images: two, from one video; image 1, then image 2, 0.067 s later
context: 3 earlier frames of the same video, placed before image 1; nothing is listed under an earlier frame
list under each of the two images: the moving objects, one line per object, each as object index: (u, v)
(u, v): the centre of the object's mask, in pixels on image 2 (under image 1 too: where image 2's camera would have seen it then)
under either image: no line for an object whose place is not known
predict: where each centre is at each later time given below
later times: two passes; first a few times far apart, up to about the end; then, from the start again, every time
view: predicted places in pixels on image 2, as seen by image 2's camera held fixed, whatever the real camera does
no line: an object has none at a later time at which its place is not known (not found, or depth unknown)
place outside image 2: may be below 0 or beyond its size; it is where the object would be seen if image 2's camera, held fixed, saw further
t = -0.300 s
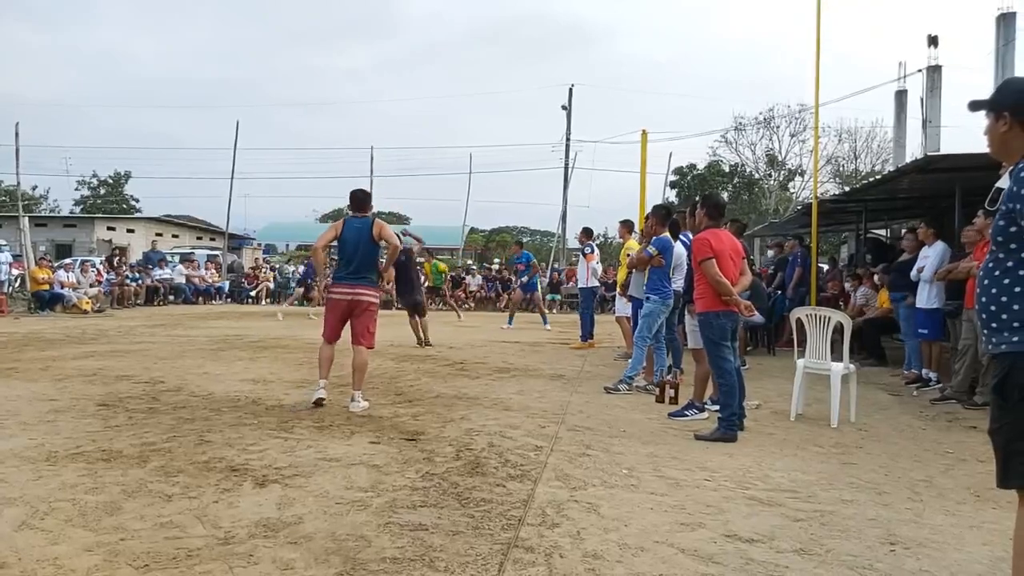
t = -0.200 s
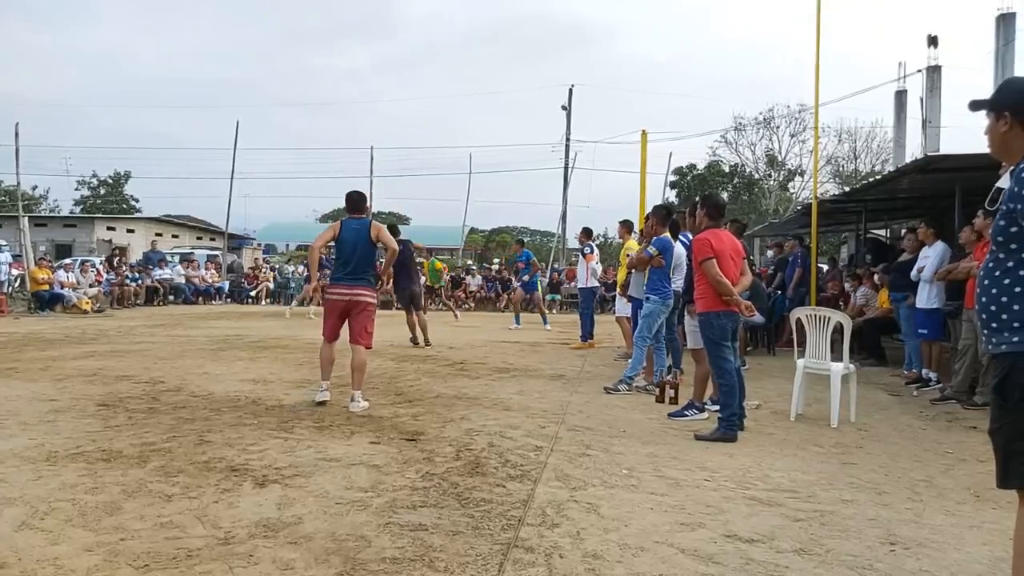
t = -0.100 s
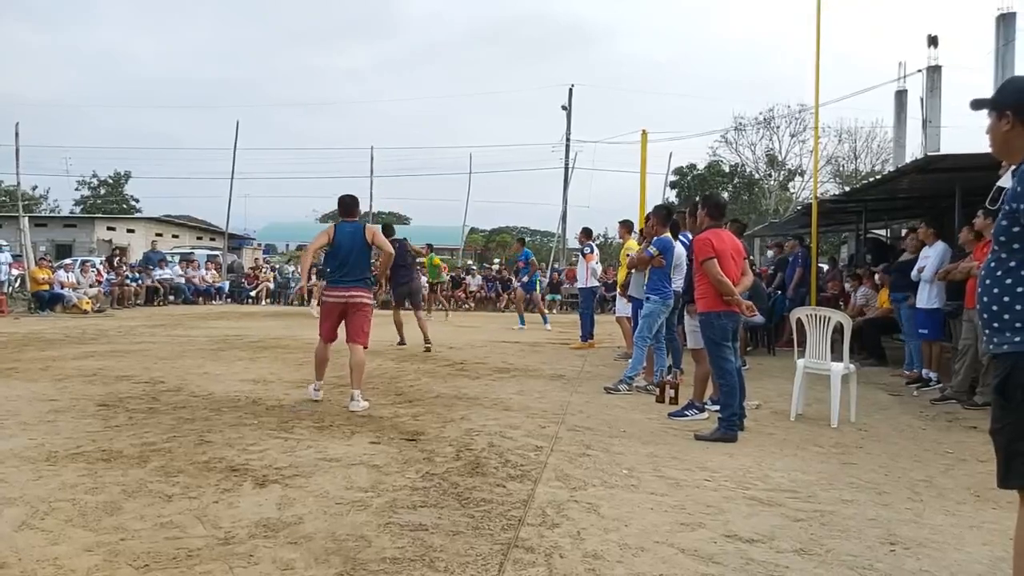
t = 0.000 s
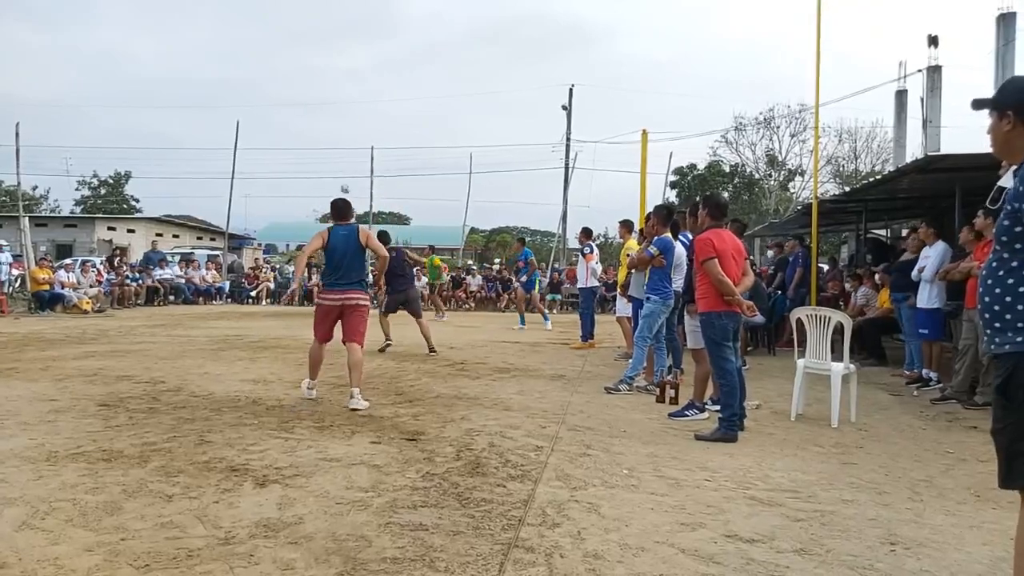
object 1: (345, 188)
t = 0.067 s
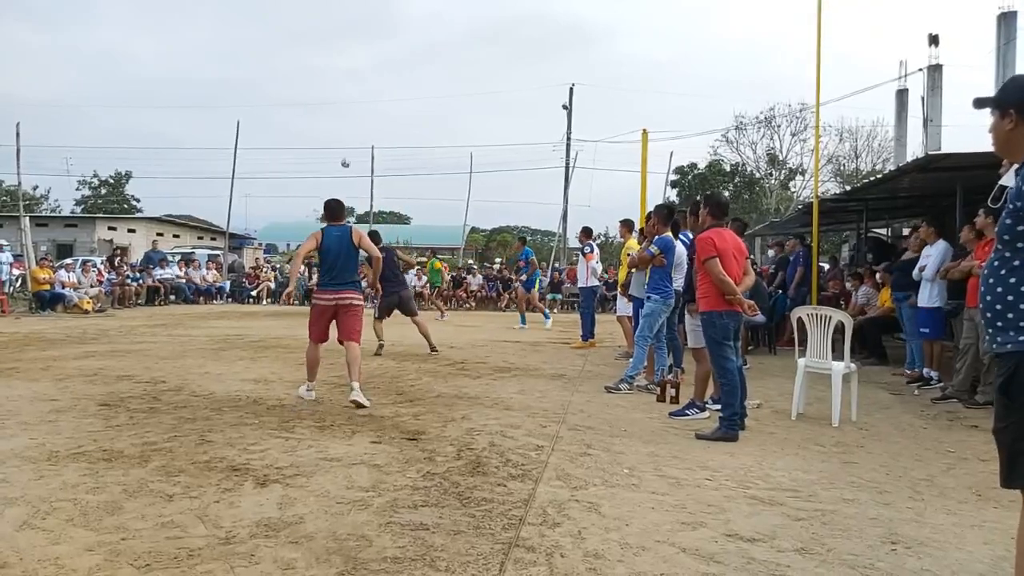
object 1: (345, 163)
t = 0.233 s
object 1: (344, 129)
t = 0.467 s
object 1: (344, 88)
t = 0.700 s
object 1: (342, 71)
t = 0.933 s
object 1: (340, 81)
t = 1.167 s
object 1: (337, 118)
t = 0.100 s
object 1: (345, 159)
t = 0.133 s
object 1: (345, 154)
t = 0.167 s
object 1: (345, 145)
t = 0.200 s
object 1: (345, 136)
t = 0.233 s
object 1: (344, 129)
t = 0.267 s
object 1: (344, 122)
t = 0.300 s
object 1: (344, 114)
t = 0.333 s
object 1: (344, 108)
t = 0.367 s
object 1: (344, 102)
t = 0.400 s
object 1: (344, 97)
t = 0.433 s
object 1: (344, 92)
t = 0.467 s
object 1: (344, 88)
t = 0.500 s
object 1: (344, 84)
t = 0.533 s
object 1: (344, 80)
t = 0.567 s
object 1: (344, 77)
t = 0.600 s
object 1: (343, 75)
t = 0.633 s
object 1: (343, 73)
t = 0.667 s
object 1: (343, 72)
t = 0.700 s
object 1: (342, 71)
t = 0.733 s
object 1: (342, 71)
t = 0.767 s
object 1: (342, 72)
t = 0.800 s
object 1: (342, 72)
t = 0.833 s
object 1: (341, 74)
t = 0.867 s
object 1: (341, 76)
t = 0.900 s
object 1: (341, 78)
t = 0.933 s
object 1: (340, 81)
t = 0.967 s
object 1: (340, 85)
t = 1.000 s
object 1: (340, 89)
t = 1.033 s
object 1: (339, 93)
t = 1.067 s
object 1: (339, 99)
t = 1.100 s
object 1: (338, 104)
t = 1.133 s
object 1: (338, 111)
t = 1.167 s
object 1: (337, 118)
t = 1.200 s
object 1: (337, 125)
